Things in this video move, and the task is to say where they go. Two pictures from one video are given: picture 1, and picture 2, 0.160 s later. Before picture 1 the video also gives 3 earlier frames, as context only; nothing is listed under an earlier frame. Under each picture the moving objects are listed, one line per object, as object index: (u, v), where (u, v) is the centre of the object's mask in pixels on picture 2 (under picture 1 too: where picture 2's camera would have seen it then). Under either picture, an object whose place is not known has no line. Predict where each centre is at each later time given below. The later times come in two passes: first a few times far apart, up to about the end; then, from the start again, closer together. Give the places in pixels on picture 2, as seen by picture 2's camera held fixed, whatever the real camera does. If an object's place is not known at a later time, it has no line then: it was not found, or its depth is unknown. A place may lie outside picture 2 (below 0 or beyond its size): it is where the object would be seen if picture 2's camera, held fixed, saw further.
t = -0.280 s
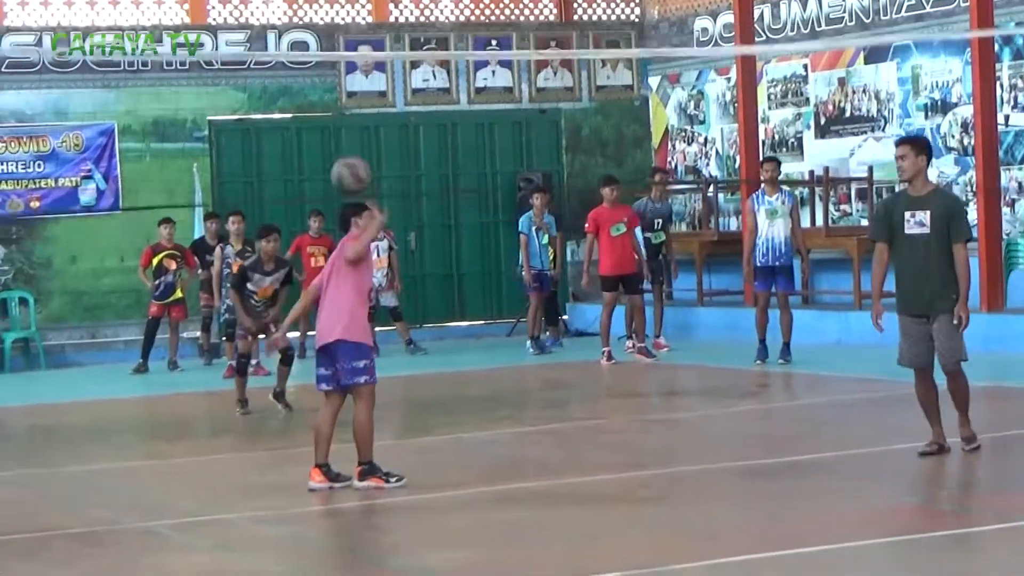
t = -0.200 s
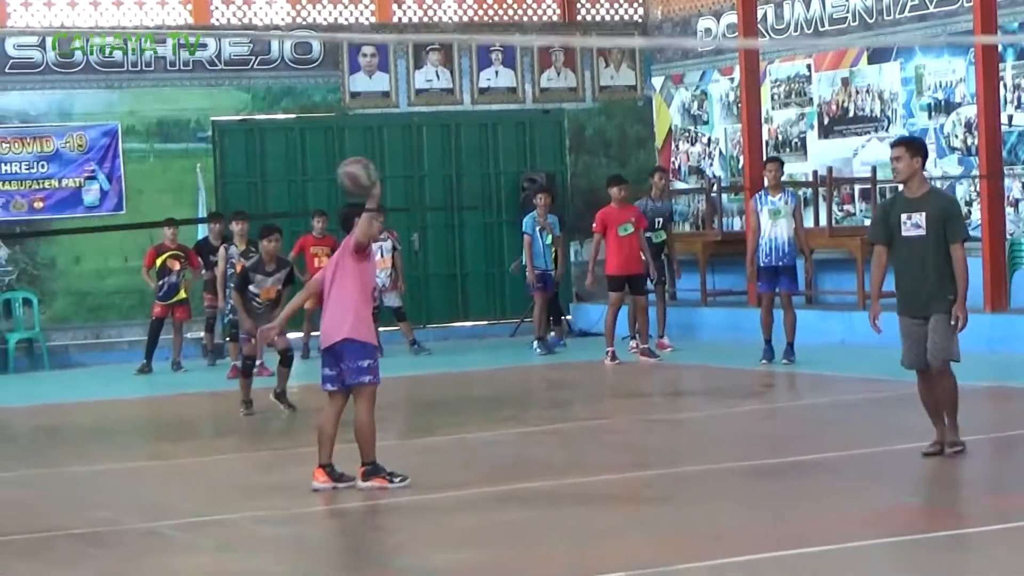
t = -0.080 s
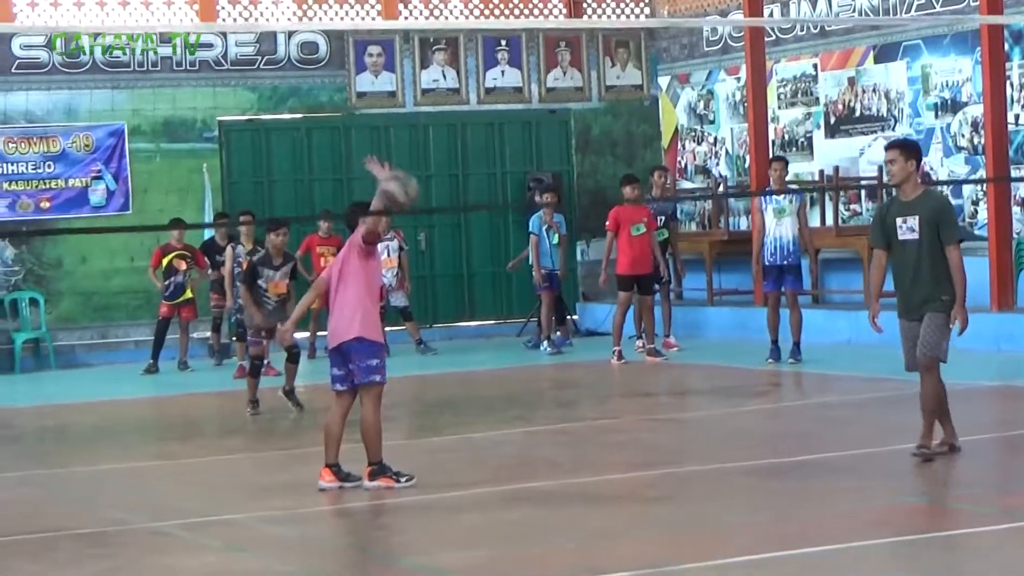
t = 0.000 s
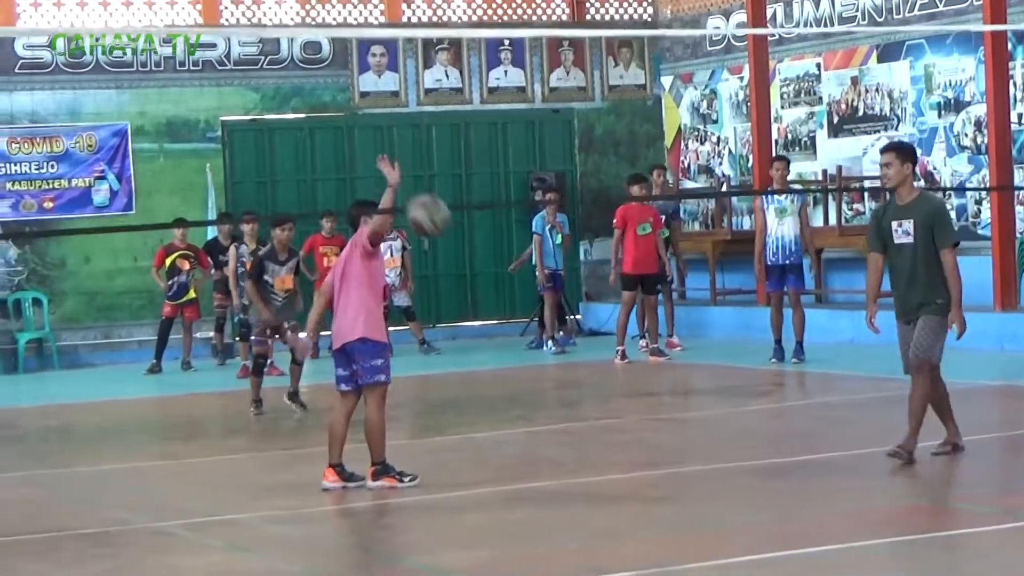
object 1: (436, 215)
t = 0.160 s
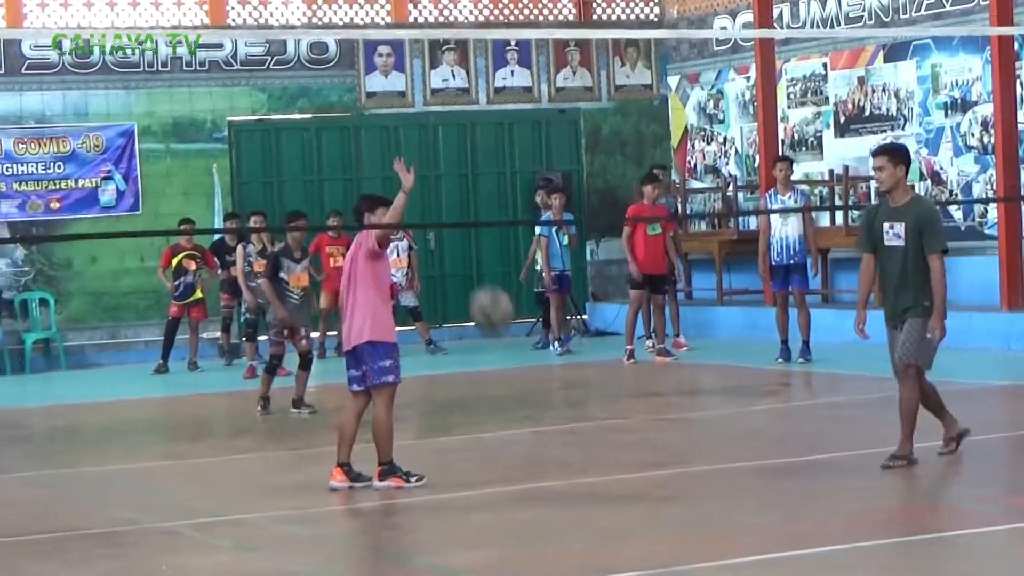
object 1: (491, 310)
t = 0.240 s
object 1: (524, 387)
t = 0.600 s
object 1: (613, 341)
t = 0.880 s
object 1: (673, 288)
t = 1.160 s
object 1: (744, 432)
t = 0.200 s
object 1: (508, 347)
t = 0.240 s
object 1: (524, 387)
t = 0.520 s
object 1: (600, 387)
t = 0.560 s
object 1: (606, 364)
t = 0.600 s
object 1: (613, 341)
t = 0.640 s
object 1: (623, 320)
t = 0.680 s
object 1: (630, 305)
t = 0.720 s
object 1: (639, 295)
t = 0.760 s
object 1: (648, 288)
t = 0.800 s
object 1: (655, 285)
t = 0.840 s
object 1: (665, 284)
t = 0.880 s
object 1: (673, 288)
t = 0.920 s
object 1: (682, 296)
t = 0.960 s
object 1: (693, 308)
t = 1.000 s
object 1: (705, 324)
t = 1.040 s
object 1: (712, 345)
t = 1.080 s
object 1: (723, 369)
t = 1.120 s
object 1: (734, 400)
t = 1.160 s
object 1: (744, 432)
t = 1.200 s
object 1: (755, 471)
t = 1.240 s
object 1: (768, 512)
